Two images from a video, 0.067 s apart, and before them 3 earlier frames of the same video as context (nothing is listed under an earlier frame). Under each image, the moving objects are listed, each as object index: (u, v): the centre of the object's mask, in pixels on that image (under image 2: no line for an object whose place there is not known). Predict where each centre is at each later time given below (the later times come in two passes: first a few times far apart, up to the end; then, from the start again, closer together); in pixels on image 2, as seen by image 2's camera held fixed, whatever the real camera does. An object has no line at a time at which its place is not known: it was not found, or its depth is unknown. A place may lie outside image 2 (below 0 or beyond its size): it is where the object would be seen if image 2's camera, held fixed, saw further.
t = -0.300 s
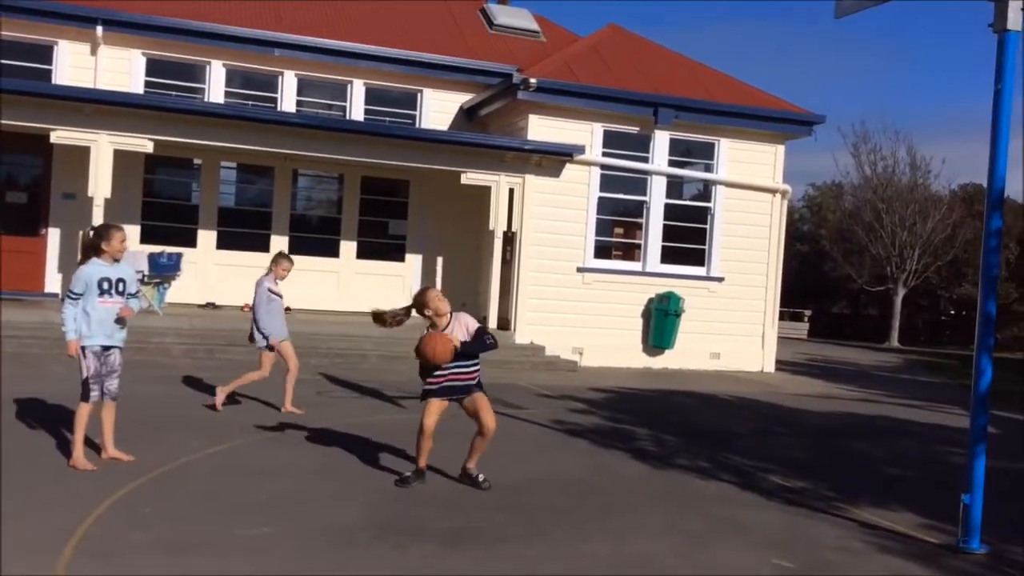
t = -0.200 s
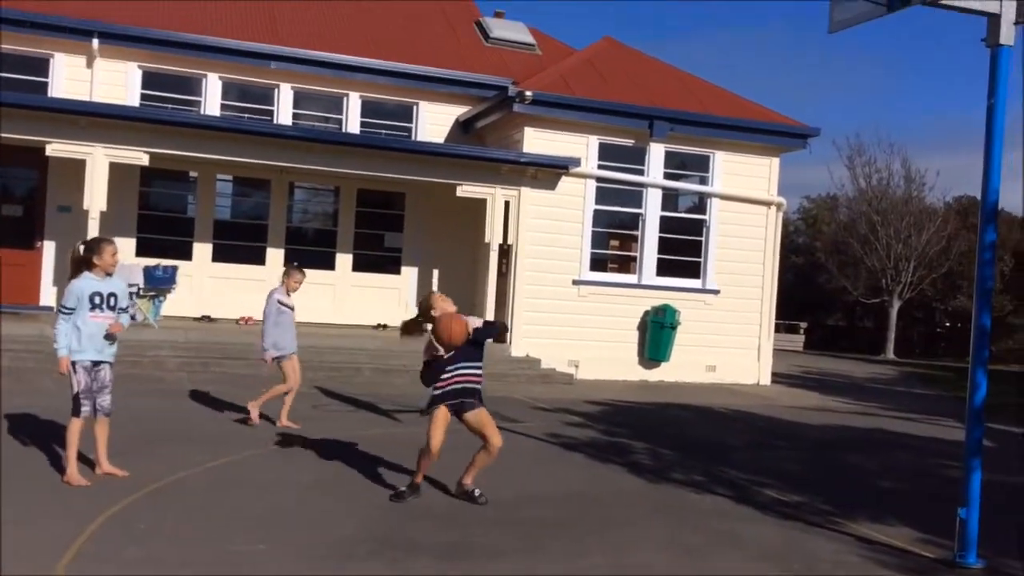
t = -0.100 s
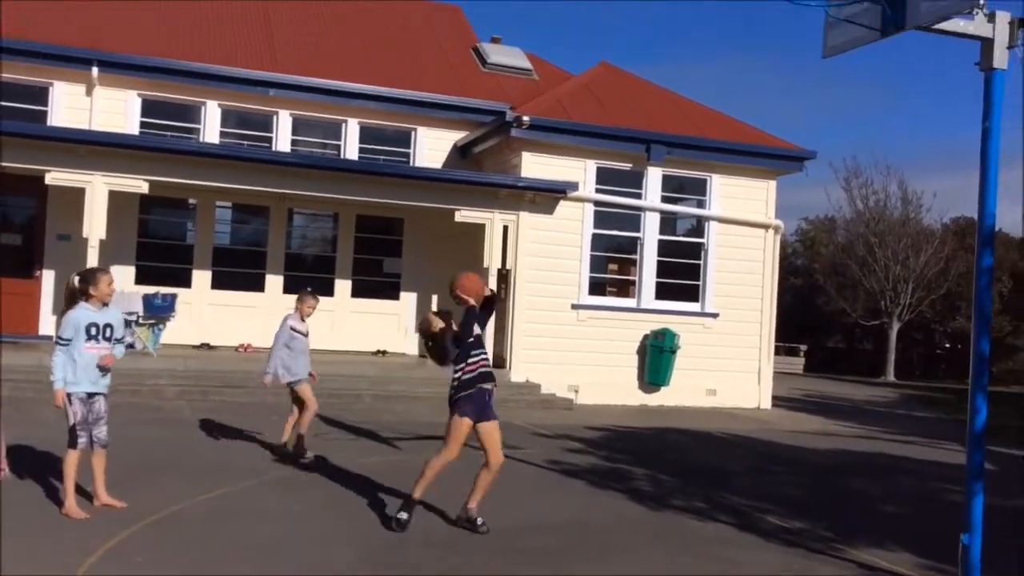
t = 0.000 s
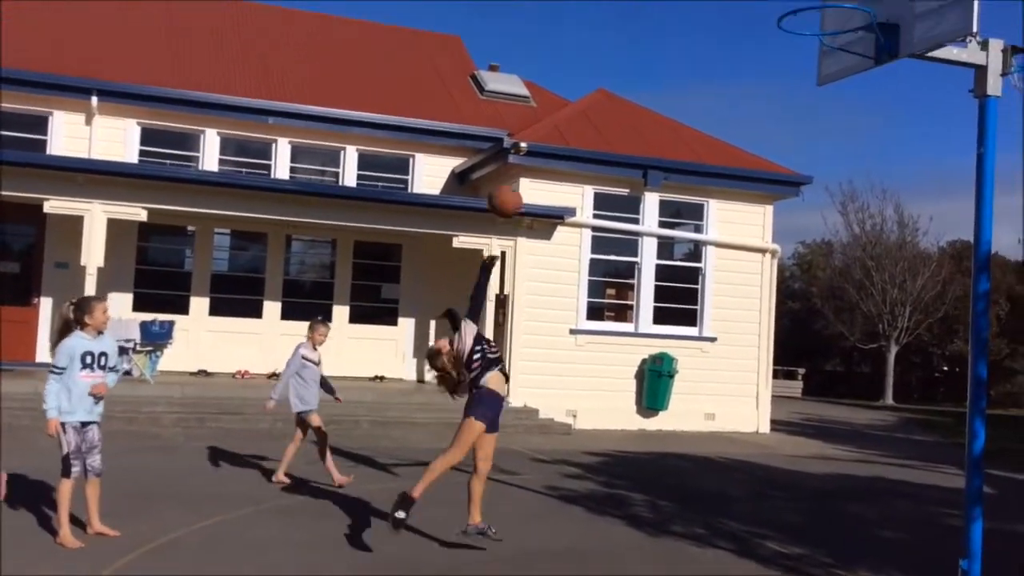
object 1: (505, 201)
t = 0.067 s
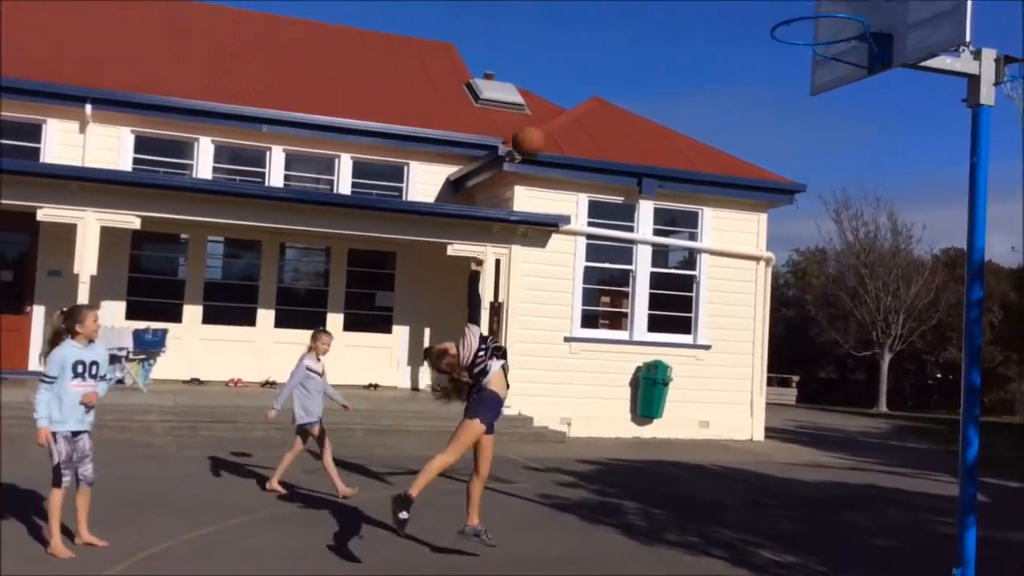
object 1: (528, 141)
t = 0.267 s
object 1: (606, -11)
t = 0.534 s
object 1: (690, -107)
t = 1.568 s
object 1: (870, 253)
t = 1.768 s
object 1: (898, 421)
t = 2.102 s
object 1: (912, 306)
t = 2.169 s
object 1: (912, 272)
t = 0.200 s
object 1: (581, 33)
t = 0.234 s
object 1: (593, 10)
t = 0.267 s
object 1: (606, -11)
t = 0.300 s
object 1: (618, -30)
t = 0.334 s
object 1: (629, -47)
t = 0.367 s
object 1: (640, -59)
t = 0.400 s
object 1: (652, -71)
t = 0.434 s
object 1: (663, -82)
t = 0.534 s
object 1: (690, -107)
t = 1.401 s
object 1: (844, 144)
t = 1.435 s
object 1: (850, 164)
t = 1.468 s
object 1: (855, 187)
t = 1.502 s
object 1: (858, 210)
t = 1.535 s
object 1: (862, 231)
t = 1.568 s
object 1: (870, 253)
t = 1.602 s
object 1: (875, 278)
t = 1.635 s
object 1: (882, 305)
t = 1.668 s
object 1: (886, 332)
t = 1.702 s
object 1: (891, 361)
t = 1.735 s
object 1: (896, 391)
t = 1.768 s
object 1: (898, 421)
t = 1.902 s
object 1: (908, 433)
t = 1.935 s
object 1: (908, 411)
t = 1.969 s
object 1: (908, 386)
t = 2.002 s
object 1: (909, 365)
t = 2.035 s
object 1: (911, 345)
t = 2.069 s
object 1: (912, 325)
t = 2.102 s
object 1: (912, 306)
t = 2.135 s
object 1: (913, 289)
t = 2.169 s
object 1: (912, 272)
